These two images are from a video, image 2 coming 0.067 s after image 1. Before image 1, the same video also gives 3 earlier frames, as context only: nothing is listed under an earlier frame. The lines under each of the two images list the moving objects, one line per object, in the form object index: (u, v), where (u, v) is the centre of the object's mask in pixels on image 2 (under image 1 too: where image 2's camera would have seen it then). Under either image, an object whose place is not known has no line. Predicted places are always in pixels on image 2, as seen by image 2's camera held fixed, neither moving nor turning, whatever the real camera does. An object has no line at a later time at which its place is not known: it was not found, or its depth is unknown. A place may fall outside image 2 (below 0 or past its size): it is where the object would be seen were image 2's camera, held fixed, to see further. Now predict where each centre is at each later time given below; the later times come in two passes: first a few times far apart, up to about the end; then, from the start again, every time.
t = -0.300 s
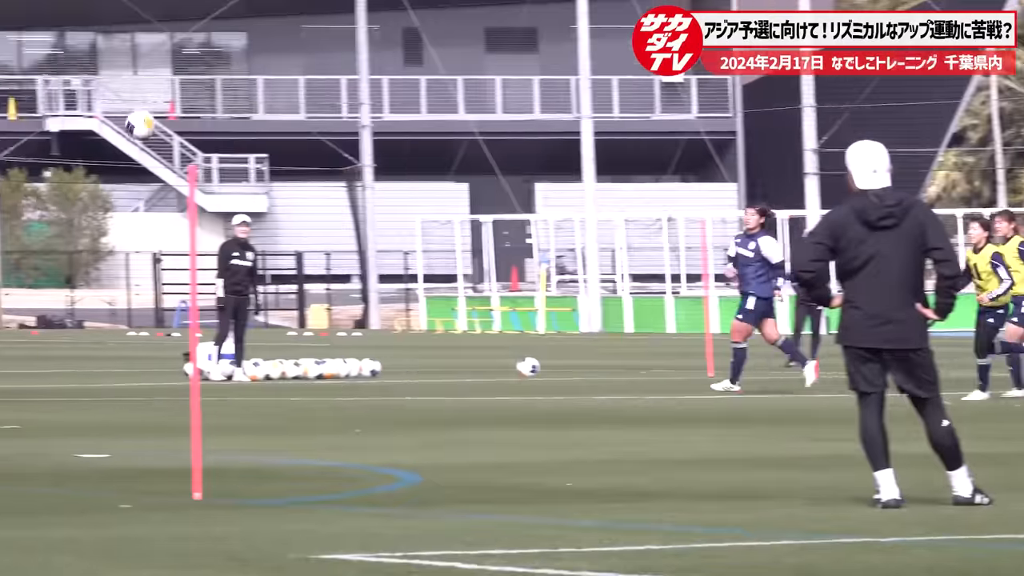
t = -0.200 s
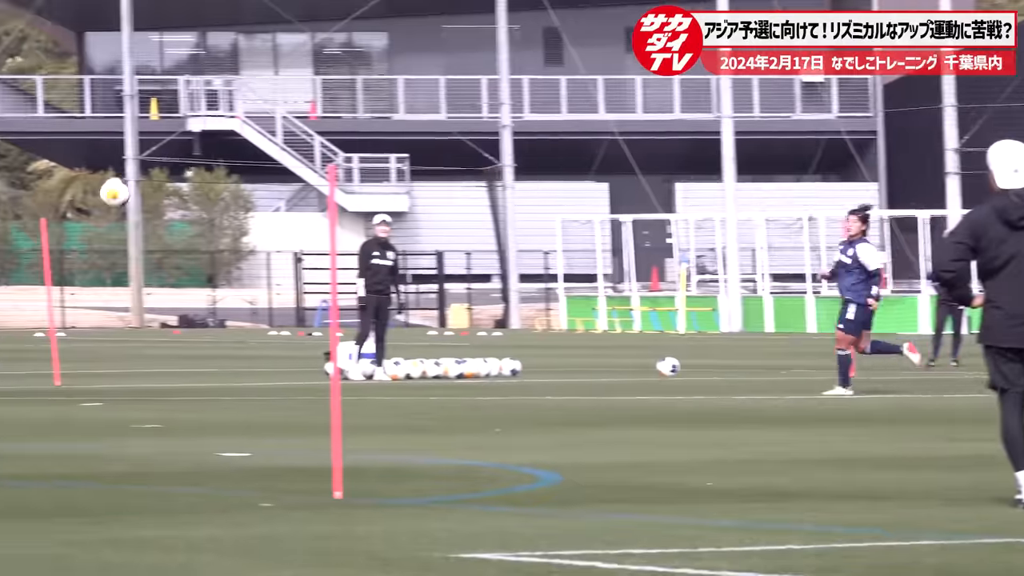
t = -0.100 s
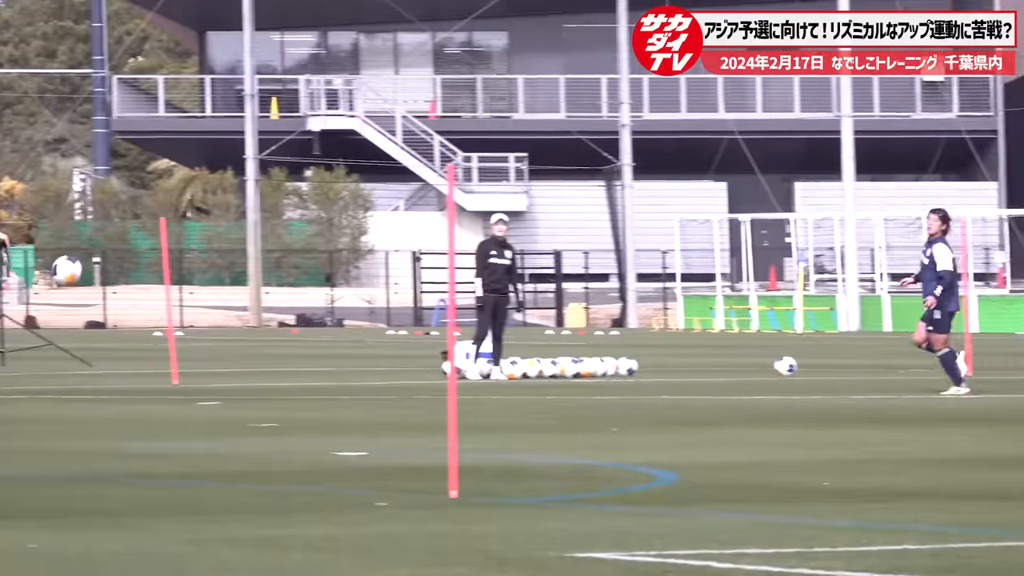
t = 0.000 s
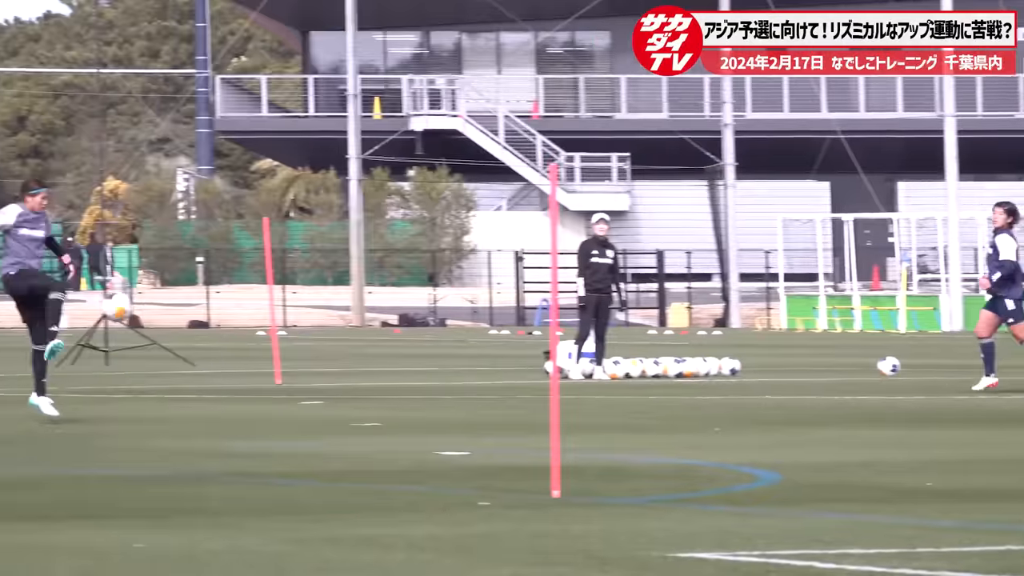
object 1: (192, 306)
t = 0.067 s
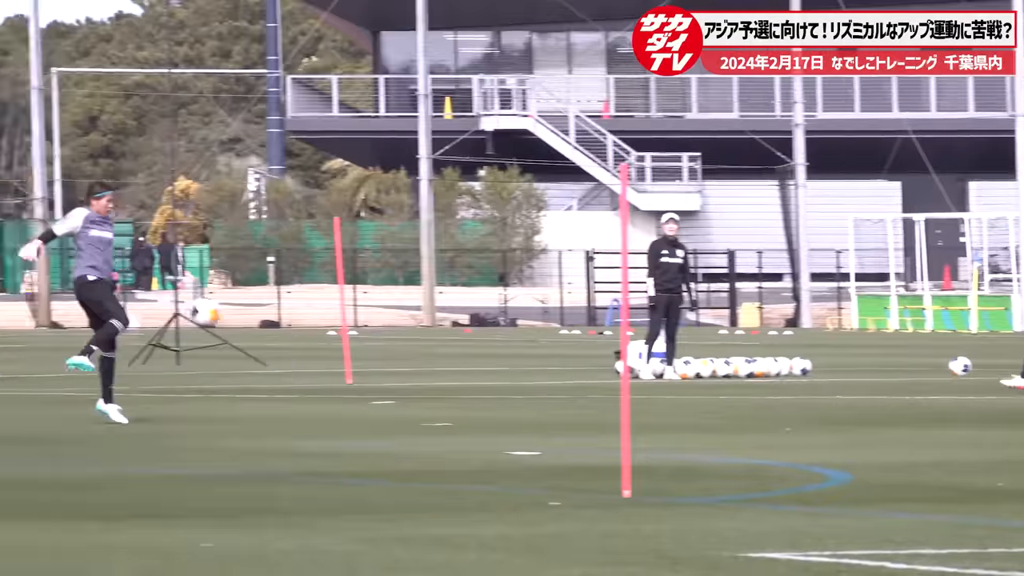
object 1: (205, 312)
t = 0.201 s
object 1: (238, 342)
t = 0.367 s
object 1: (284, 417)
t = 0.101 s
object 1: (213, 317)
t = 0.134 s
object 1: (219, 326)
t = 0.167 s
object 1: (229, 332)
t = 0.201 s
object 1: (238, 342)
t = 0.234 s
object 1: (246, 355)
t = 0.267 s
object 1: (254, 368)
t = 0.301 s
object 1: (264, 383)
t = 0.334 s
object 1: (273, 400)
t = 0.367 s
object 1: (284, 417)
